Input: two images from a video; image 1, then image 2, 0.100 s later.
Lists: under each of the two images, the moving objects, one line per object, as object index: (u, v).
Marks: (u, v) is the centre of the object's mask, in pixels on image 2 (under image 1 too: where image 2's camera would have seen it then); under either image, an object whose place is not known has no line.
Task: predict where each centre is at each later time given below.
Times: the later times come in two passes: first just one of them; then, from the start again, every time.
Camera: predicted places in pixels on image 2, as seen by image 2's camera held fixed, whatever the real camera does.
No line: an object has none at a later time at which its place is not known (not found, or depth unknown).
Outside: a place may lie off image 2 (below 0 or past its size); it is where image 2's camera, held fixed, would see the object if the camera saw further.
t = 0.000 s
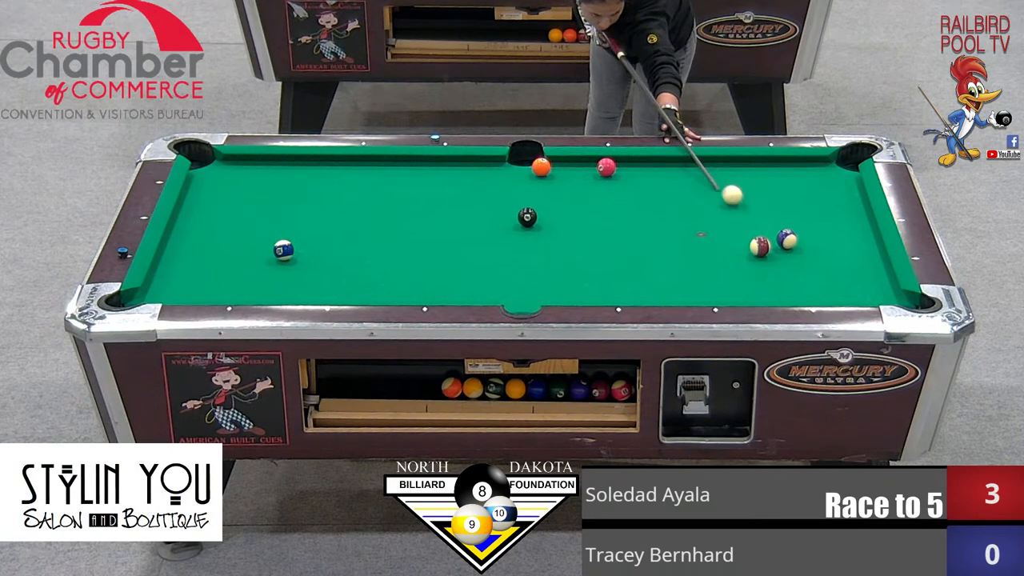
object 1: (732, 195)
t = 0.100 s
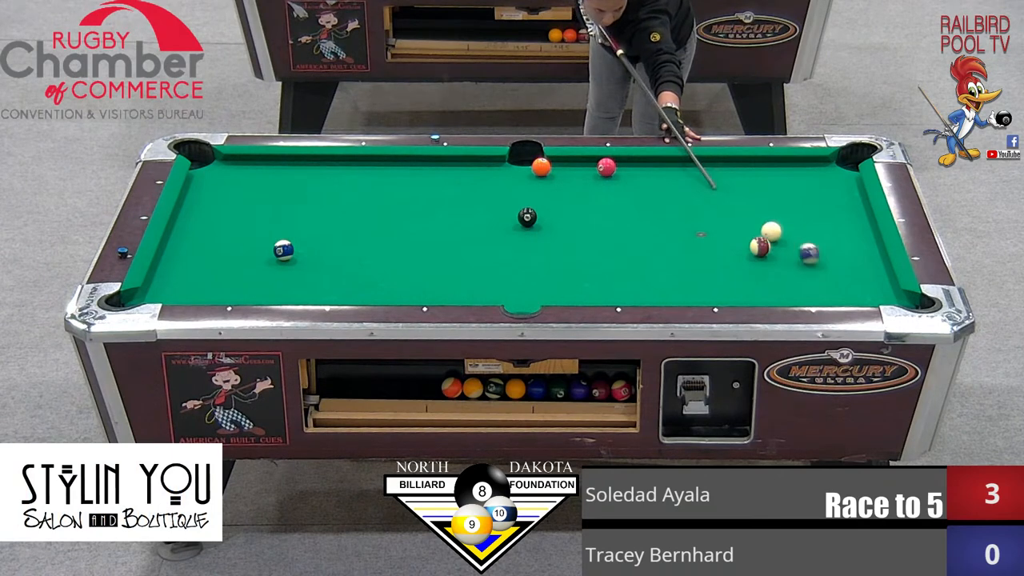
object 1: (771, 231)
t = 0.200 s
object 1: (763, 229)
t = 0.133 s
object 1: (769, 231)
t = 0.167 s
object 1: (766, 230)
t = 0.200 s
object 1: (763, 229)
